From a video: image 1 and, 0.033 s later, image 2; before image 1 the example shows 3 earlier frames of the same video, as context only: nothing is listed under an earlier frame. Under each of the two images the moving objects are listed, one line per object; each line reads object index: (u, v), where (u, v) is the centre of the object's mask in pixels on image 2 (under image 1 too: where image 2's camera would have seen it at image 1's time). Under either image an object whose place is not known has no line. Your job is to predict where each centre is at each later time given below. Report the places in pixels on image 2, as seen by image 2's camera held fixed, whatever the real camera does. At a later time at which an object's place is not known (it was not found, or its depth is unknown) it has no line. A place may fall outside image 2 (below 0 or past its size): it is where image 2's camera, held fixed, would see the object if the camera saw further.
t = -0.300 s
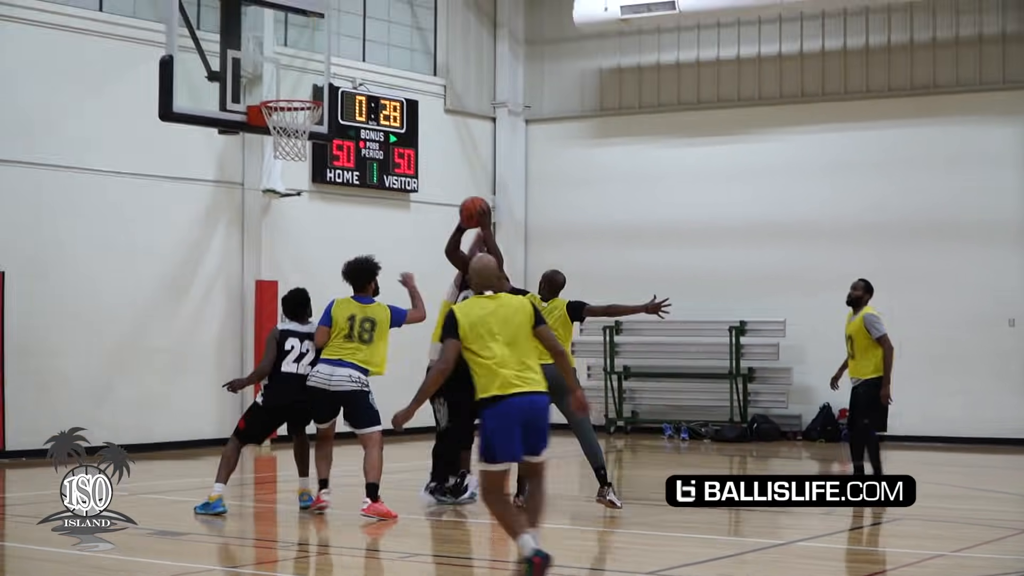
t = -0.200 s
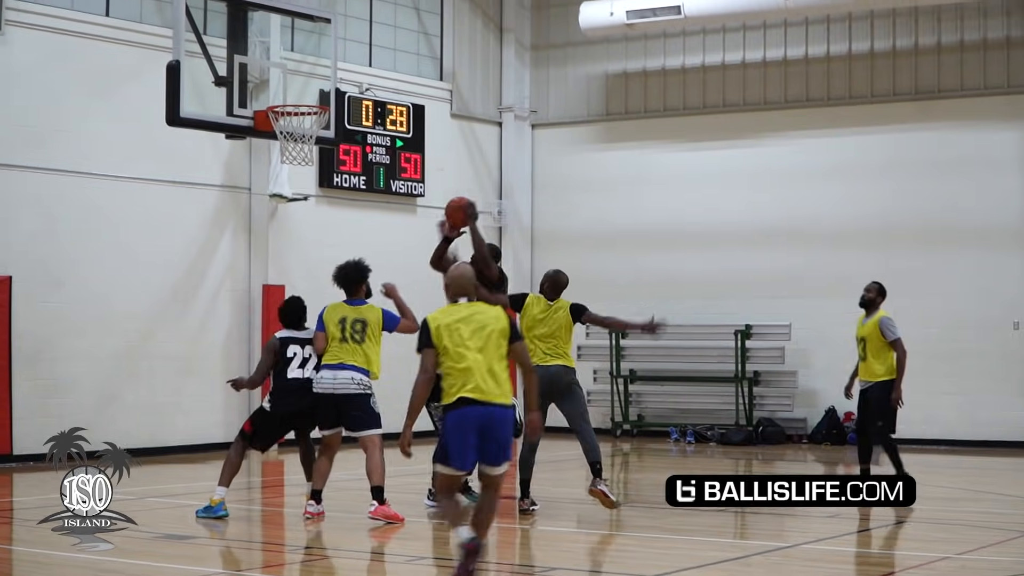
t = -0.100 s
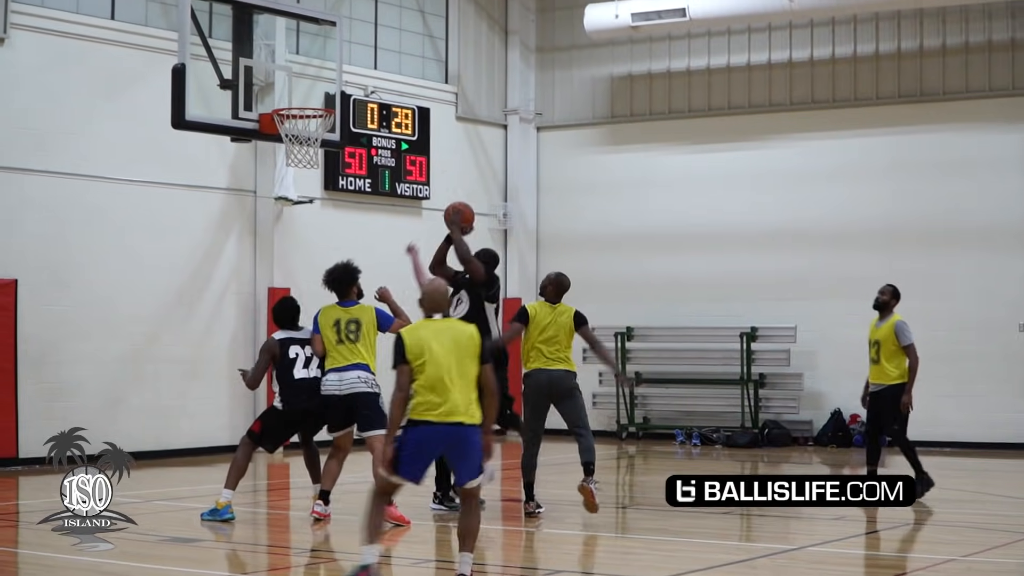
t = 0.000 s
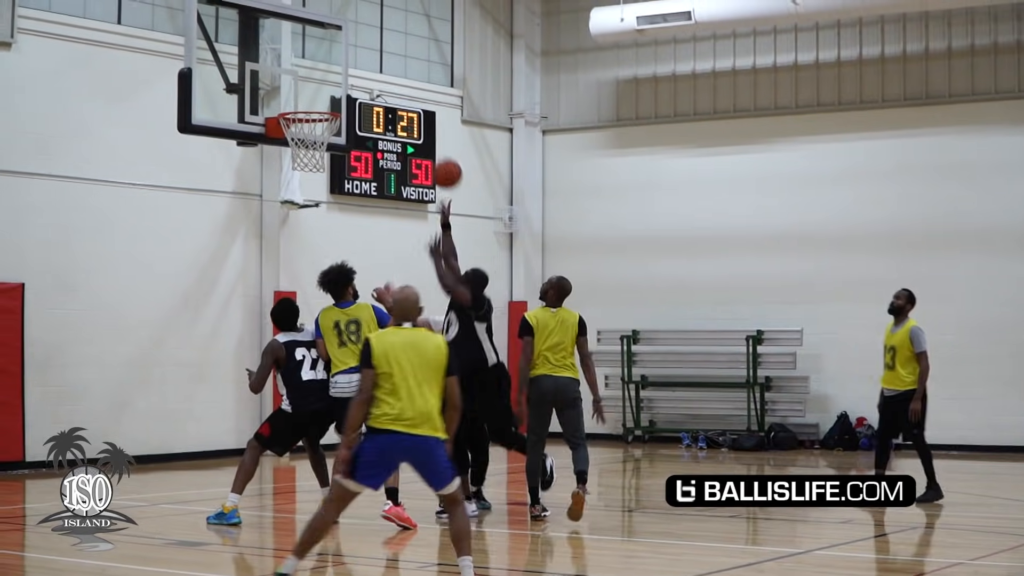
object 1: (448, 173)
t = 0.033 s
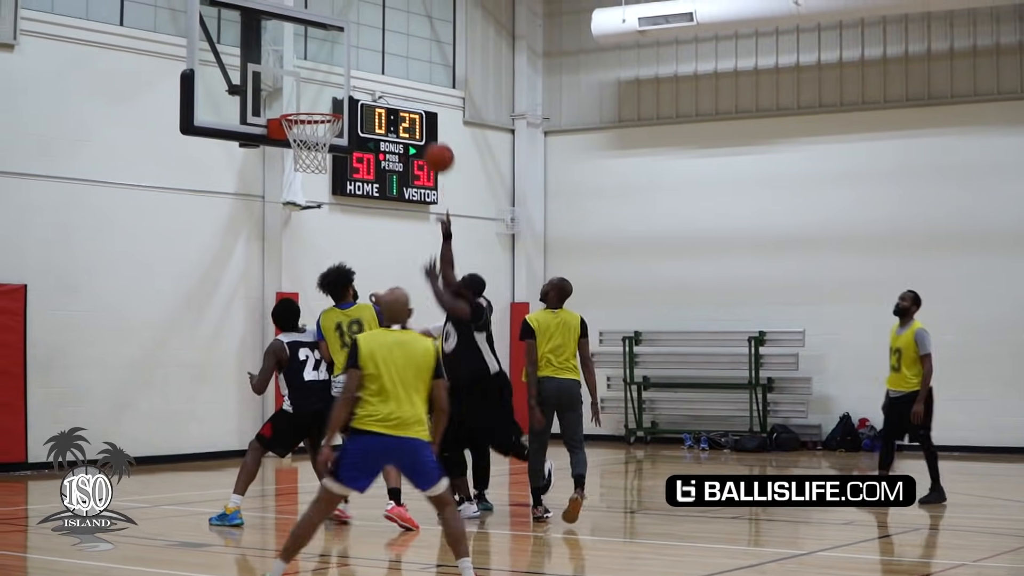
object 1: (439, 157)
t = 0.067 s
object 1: (430, 144)
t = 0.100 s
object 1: (420, 129)
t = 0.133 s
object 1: (410, 117)
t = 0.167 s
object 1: (399, 105)
